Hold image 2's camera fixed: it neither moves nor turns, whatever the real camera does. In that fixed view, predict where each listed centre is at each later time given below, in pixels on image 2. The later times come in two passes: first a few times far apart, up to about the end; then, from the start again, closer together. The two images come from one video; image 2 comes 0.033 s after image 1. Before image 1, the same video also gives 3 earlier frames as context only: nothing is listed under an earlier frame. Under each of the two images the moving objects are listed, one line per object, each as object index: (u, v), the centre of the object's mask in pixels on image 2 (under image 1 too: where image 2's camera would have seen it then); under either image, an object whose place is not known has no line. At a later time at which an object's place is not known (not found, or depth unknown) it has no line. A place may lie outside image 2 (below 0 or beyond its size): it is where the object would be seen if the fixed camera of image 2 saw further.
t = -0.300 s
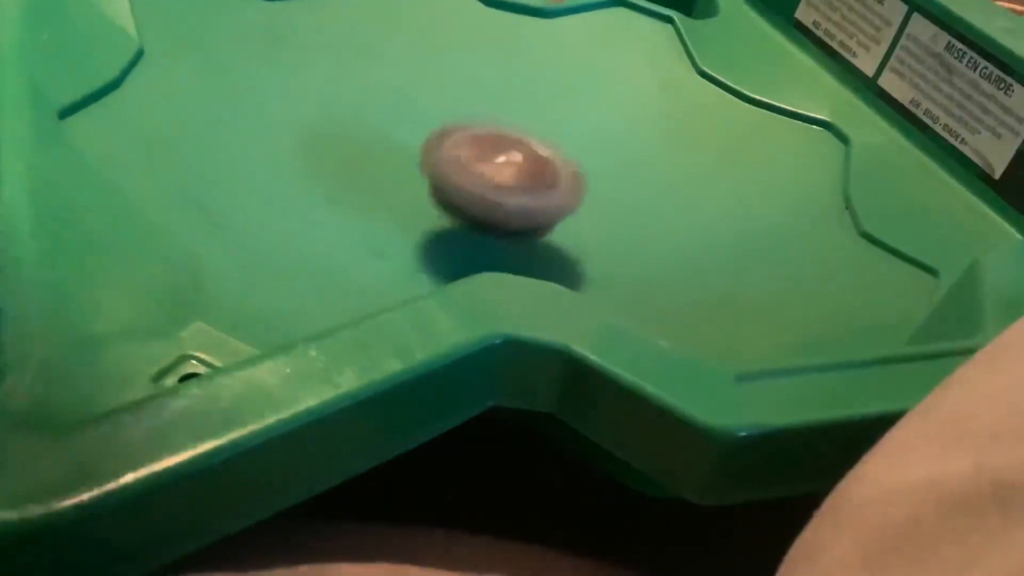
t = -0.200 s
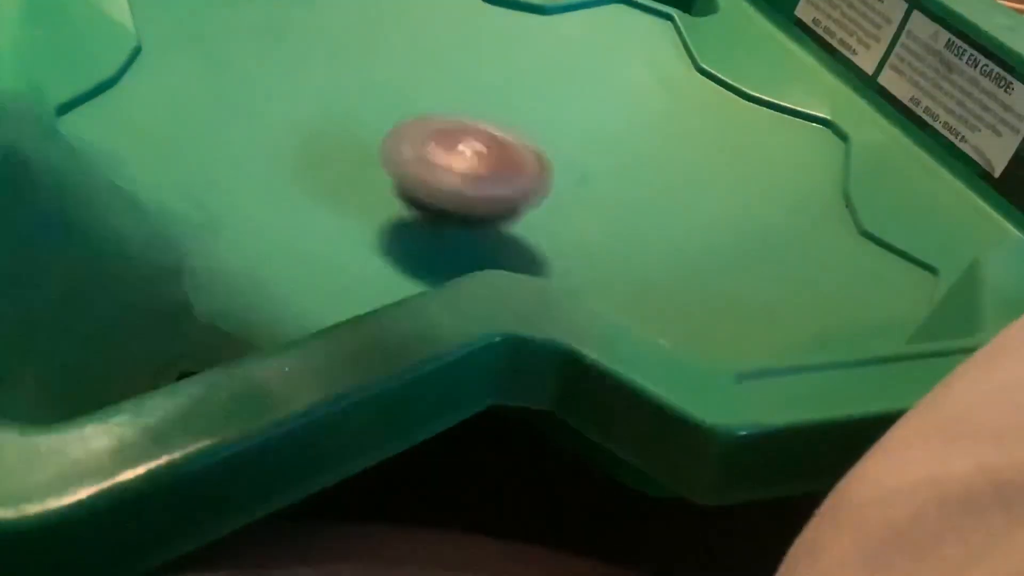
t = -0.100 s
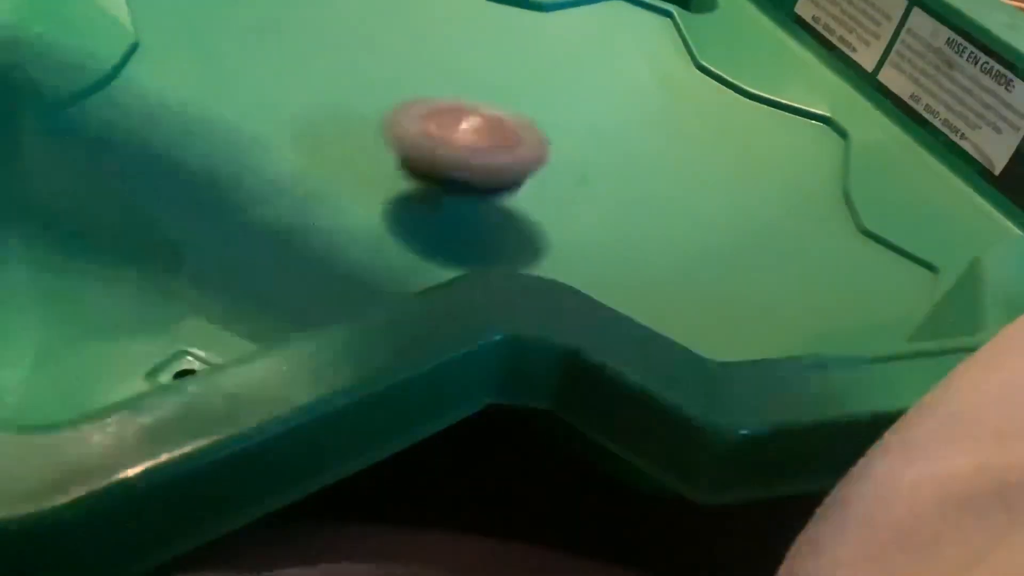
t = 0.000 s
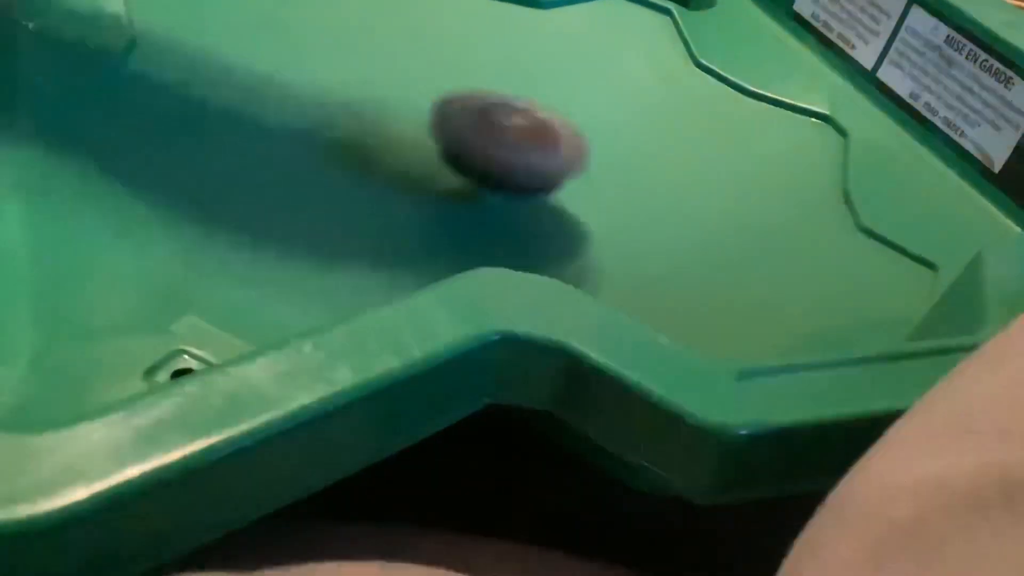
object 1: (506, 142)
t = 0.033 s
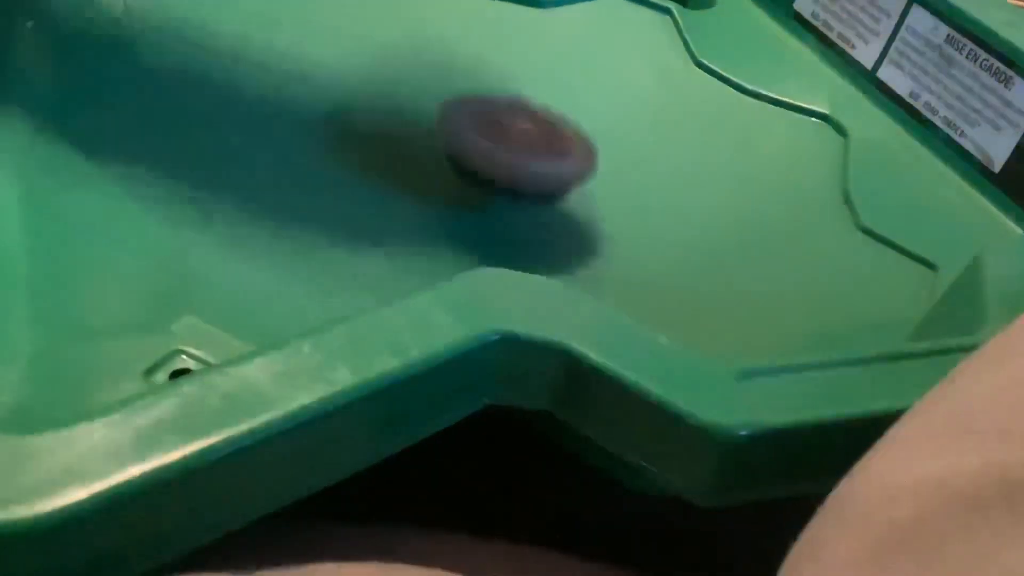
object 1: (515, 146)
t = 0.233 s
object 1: (482, 157)
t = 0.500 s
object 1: (763, 240)
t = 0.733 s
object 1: (846, 169)
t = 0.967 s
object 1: (626, 111)
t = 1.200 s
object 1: (439, 124)
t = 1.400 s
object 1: (408, 187)
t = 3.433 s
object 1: (534, 181)
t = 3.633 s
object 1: (547, 182)
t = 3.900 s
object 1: (543, 172)
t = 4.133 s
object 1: (631, 178)
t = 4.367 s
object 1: (599, 177)
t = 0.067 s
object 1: (520, 151)
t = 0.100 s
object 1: (520, 146)
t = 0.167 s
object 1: (498, 140)
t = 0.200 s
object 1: (486, 157)
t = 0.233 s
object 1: (482, 157)
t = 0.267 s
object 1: (480, 158)
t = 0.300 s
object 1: (481, 159)
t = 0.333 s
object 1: (482, 158)
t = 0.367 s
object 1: (485, 159)
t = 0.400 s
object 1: (497, 160)
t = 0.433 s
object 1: (592, 196)
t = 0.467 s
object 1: (683, 226)
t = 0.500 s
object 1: (763, 240)
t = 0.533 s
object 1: (842, 255)
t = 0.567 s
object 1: (893, 234)
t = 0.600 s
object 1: (920, 229)
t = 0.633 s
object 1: (920, 217)
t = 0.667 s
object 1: (907, 200)
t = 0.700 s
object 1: (879, 183)
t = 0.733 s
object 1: (846, 169)
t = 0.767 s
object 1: (816, 152)
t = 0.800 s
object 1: (778, 139)
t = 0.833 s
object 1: (744, 125)
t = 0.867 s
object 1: (712, 118)
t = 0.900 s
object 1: (681, 112)
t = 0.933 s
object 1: (652, 109)
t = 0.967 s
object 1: (626, 111)
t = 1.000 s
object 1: (596, 116)
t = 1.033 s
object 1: (568, 122)
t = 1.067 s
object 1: (558, 122)
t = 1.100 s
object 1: (518, 111)
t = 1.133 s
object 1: (471, 112)
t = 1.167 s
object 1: (448, 119)
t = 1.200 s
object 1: (439, 124)
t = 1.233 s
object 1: (431, 133)
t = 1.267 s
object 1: (423, 146)
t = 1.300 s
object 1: (418, 157)
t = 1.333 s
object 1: (415, 172)
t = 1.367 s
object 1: (415, 185)
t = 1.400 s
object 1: (408, 187)
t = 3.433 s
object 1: (534, 181)
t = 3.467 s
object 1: (529, 180)
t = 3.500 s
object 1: (524, 179)
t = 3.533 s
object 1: (517, 176)
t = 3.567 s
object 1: (516, 176)
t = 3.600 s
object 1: (533, 179)
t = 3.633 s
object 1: (547, 182)
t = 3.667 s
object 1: (557, 183)
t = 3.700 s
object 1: (563, 184)
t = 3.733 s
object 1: (563, 184)
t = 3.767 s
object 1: (560, 182)
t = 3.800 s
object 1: (554, 179)
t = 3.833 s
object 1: (550, 177)
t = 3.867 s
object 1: (546, 174)
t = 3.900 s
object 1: (543, 172)
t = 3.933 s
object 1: (545, 171)
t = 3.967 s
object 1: (561, 173)
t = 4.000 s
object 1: (575, 174)
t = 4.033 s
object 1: (588, 175)
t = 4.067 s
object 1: (604, 177)
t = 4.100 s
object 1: (618, 178)
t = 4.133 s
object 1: (631, 178)
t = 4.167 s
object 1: (638, 179)
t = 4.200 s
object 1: (641, 179)
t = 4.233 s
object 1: (639, 179)
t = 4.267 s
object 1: (635, 179)
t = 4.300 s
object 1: (626, 178)
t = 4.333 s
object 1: (614, 177)
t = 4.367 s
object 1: (599, 177)
